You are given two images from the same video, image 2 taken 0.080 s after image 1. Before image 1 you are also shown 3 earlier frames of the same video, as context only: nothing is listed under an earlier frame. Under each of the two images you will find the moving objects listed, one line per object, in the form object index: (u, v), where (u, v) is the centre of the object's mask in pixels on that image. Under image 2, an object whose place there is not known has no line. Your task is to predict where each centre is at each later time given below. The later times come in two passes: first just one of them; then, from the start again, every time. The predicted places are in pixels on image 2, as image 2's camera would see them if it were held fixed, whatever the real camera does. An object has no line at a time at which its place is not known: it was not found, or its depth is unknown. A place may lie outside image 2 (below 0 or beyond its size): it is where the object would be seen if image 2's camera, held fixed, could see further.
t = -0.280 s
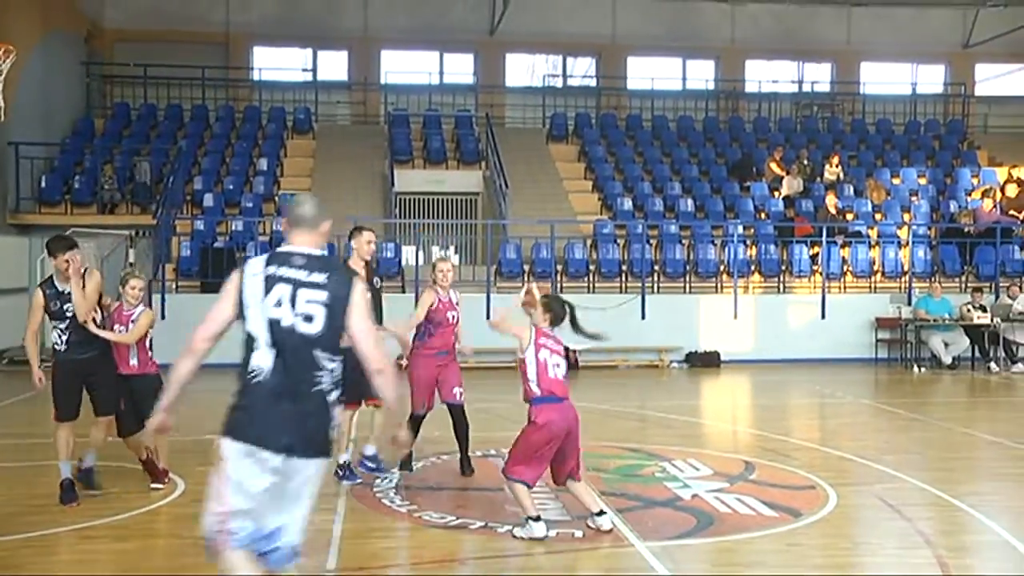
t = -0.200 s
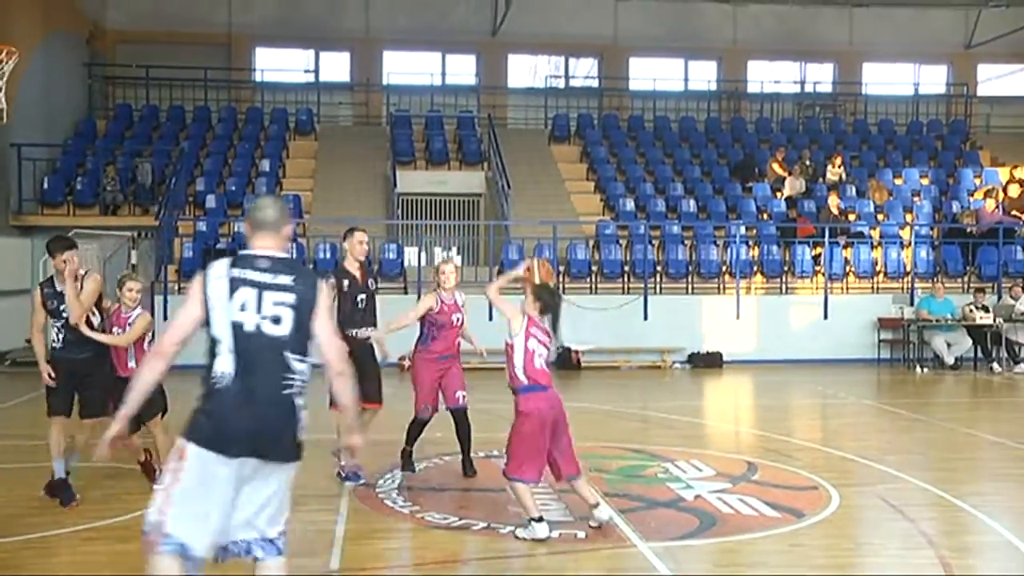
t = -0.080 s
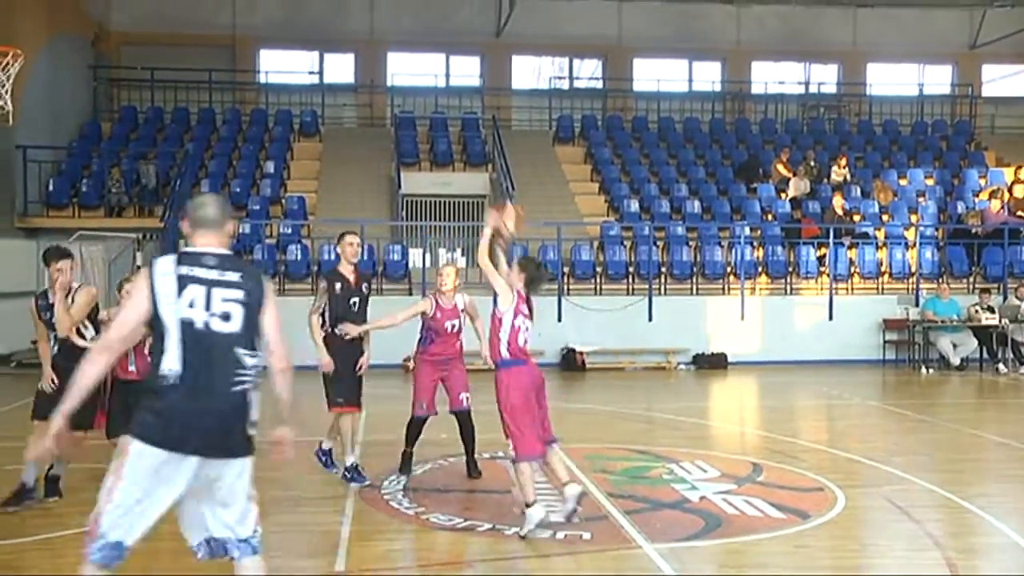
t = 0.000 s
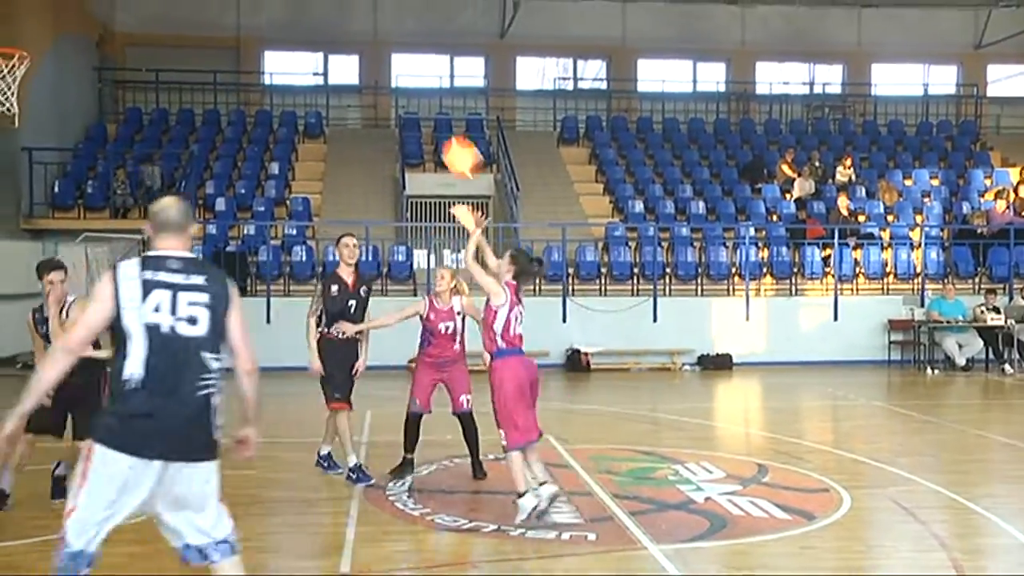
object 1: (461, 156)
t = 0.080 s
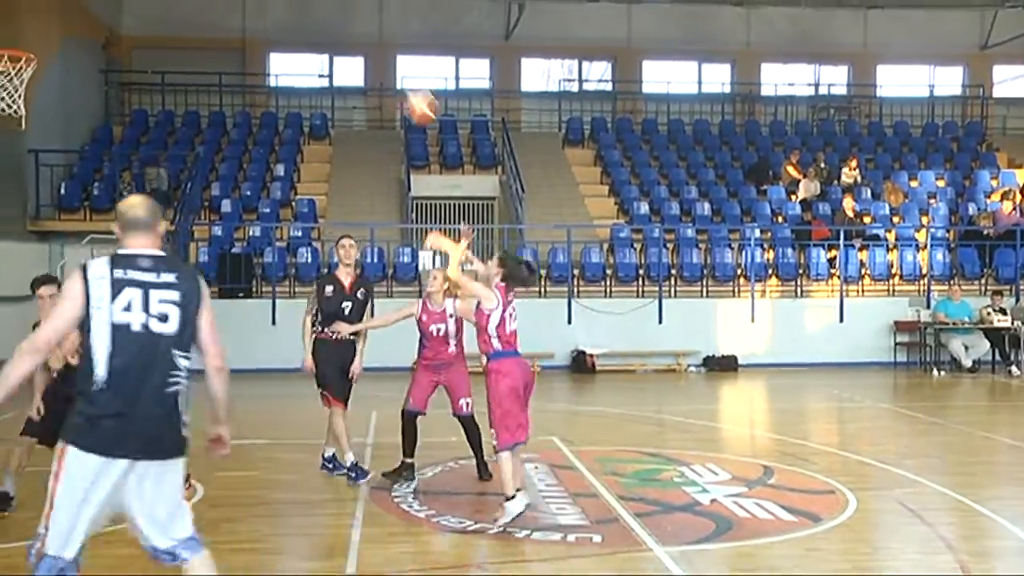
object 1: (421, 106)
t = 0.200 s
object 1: (350, 43)
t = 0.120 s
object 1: (393, 82)
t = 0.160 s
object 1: (374, 61)
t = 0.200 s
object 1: (350, 43)
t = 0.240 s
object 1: (327, 26)
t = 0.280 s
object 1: (307, 14)
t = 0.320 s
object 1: (285, 5)
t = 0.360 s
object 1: (261, -3)
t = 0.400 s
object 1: (240, -8)
